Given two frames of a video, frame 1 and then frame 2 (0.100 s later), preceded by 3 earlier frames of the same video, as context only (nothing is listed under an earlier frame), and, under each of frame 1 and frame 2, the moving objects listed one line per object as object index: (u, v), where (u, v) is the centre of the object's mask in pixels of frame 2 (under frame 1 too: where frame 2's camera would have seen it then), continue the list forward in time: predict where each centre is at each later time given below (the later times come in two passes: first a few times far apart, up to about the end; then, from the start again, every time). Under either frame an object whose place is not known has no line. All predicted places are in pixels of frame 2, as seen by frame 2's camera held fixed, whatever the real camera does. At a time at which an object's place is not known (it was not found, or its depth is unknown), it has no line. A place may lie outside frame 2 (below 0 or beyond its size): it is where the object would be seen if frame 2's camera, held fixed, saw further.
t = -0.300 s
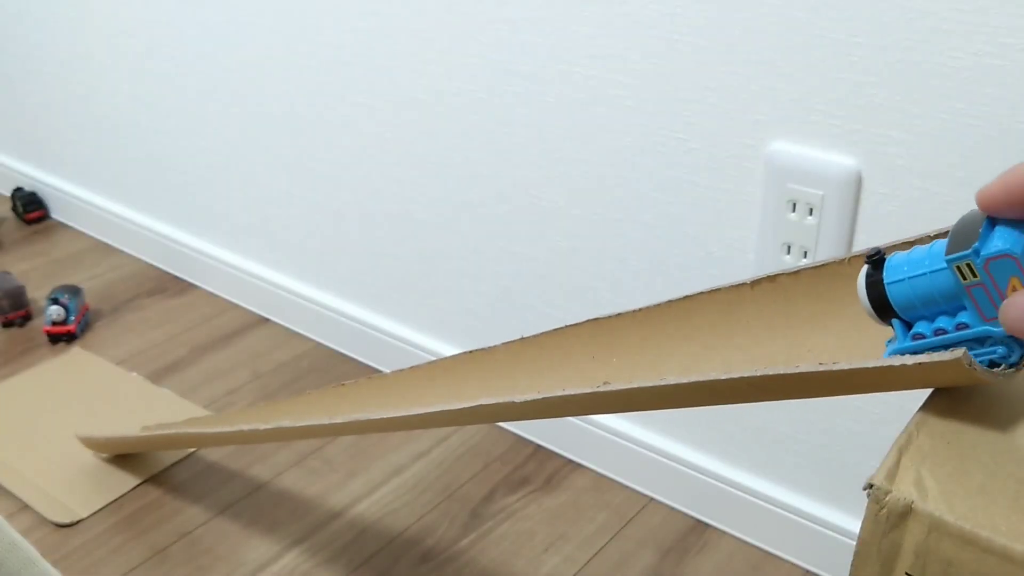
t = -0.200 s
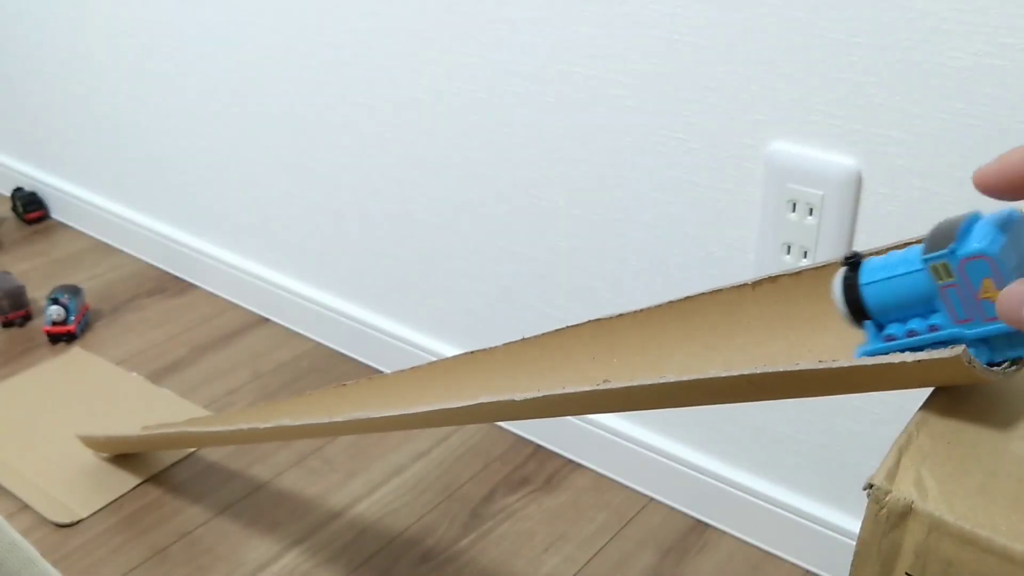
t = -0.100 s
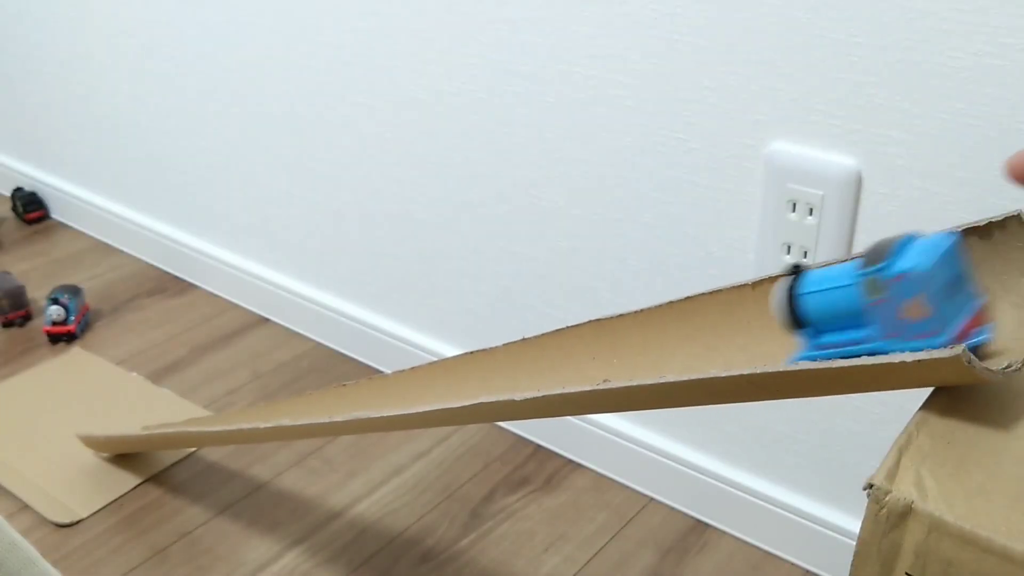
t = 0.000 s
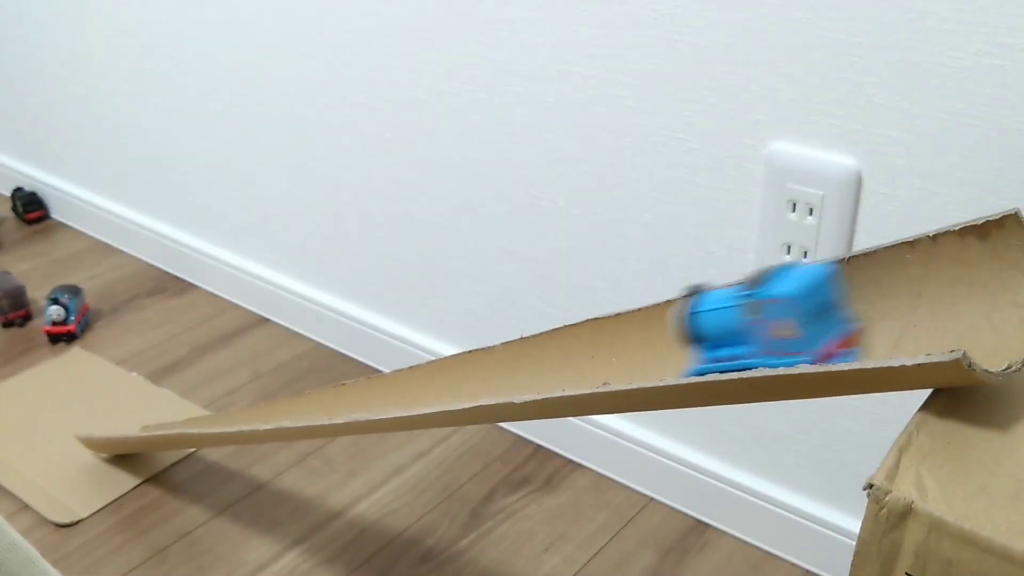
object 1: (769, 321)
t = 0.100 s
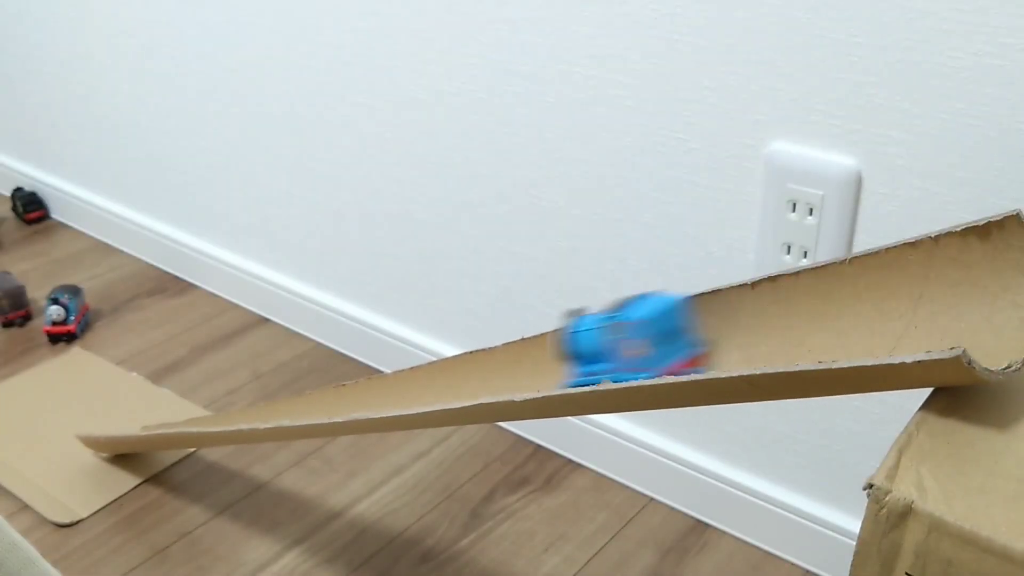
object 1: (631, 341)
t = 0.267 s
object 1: (414, 377)
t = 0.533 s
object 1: (166, 412)
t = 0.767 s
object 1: (47, 366)
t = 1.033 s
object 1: (11, 326)
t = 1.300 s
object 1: (12, 322)
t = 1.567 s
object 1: (12, 321)
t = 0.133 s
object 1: (585, 348)
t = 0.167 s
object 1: (541, 355)
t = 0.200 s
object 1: (496, 363)
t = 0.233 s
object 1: (454, 370)
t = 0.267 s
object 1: (414, 377)
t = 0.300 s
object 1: (376, 383)
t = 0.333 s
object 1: (340, 389)
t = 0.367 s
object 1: (308, 393)
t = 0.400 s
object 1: (276, 398)
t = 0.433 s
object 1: (245, 402)
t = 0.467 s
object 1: (219, 406)
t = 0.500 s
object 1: (192, 409)
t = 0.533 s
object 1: (166, 412)
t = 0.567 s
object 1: (144, 415)
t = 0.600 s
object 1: (122, 418)
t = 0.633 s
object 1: (103, 410)
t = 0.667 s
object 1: (88, 398)
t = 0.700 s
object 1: (74, 385)
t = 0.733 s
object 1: (59, 374)
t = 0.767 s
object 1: (47, 366)
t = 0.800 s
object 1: (38, 358)
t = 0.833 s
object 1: (30, 351)
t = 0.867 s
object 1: (23, 347)
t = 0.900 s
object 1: (20, 341)
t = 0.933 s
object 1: (16, 336)
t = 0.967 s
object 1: (13, 331)
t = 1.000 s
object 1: (12, 329)
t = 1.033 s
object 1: (11, 326)
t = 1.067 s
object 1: (11, 324)
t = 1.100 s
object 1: (11, 323)
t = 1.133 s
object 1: (11, 322)
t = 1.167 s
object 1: (11, 322)
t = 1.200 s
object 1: (11, 322)
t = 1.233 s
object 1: (11, 322)
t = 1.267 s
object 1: (11, 322)
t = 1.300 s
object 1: (12, 322)
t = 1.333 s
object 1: (12, 322)
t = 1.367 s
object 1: (12, 322)
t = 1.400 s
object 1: (12, 322)
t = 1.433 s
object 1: (12, 321)
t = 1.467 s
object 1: (12, 321)
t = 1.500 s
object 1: (12, 322)
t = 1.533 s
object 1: (12, 321)
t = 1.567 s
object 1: (12, 321)
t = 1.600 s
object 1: (12, 321)
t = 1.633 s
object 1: (12, 321)
